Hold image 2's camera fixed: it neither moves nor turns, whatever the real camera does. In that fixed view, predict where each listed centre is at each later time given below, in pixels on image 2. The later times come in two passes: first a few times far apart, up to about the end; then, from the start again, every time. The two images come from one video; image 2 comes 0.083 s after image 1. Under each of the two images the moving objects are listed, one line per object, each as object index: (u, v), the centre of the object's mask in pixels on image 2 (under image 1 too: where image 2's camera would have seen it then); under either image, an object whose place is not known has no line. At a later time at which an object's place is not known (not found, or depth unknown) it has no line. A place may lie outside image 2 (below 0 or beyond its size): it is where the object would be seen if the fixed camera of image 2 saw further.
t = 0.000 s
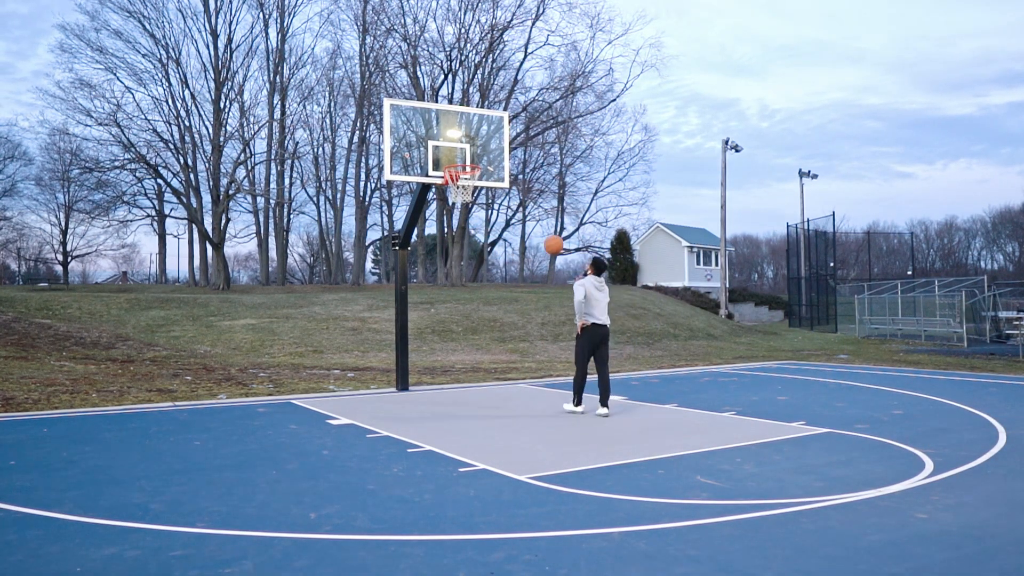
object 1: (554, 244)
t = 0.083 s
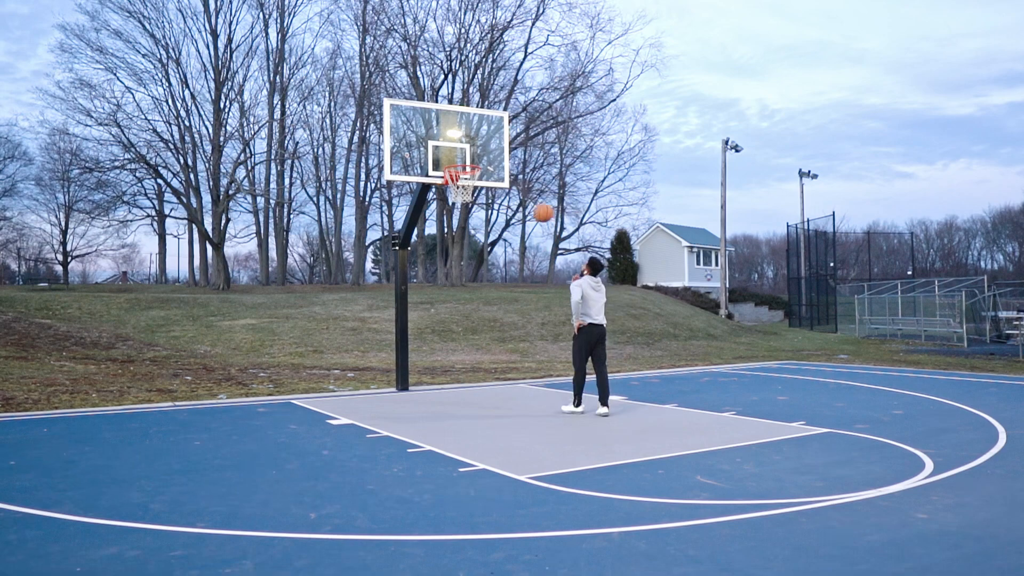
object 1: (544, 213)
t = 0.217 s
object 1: (527, 173)
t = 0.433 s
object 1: (501, 142)
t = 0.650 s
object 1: (478, 146)
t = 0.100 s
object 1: (541, 207)
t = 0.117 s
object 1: (539, 201)
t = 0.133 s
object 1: (537, 196)
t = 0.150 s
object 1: (535, 191)
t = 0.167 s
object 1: (533, 187)
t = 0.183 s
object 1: (531, 182)
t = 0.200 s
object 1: (529, 177)
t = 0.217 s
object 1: (527, 173)
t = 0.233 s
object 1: (525, 170)
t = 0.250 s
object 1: (523, 166)
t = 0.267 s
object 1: (521, 162)
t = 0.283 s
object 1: (519, 160)
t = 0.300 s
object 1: (518, 157)
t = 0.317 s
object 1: (515, 154)
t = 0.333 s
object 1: (513, 152)
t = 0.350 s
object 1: (511, 149)
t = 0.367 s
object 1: (509, 148)
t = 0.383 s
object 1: (507, 146)
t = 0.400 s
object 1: (506, 144)
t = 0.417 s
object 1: (504, 143)
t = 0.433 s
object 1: (501, 142)
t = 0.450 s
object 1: (499, 141)
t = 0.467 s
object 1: (498, 140)
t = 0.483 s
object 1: (496, 139)
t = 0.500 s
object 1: (494, 139)
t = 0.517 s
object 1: (492, 139)
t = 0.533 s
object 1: (490, 139)
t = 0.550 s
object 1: (488, 140)
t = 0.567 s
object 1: (487, 140)
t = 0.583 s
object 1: (485, 141)
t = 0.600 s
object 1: (483, 142)
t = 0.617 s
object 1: (481, 143)
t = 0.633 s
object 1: (480, 144)
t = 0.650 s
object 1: (478, 146)
